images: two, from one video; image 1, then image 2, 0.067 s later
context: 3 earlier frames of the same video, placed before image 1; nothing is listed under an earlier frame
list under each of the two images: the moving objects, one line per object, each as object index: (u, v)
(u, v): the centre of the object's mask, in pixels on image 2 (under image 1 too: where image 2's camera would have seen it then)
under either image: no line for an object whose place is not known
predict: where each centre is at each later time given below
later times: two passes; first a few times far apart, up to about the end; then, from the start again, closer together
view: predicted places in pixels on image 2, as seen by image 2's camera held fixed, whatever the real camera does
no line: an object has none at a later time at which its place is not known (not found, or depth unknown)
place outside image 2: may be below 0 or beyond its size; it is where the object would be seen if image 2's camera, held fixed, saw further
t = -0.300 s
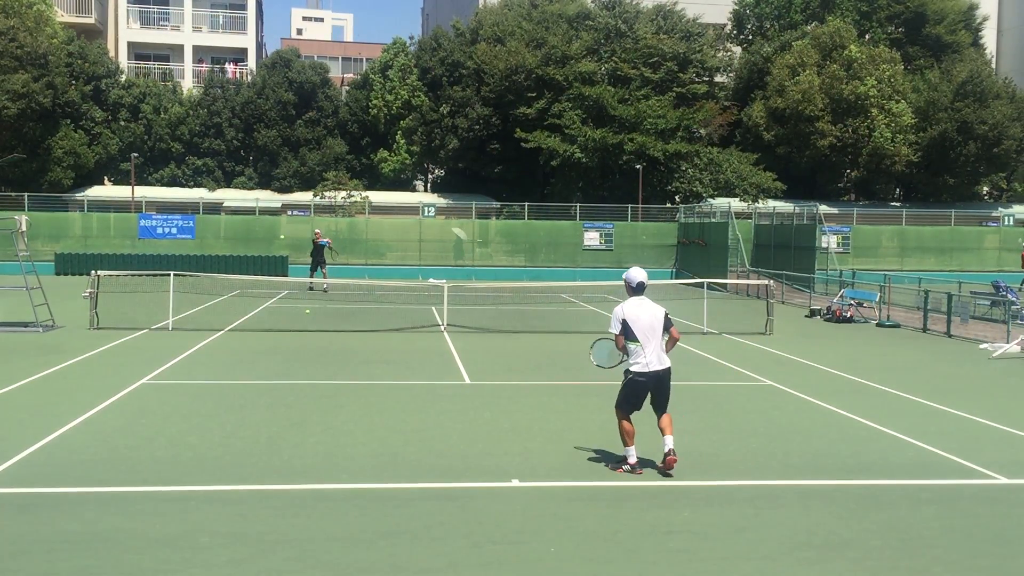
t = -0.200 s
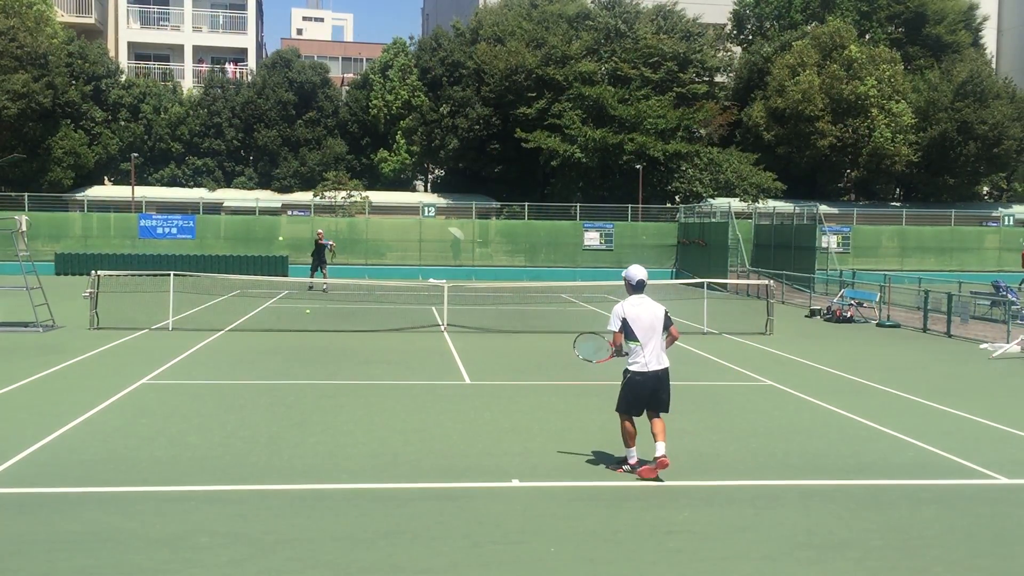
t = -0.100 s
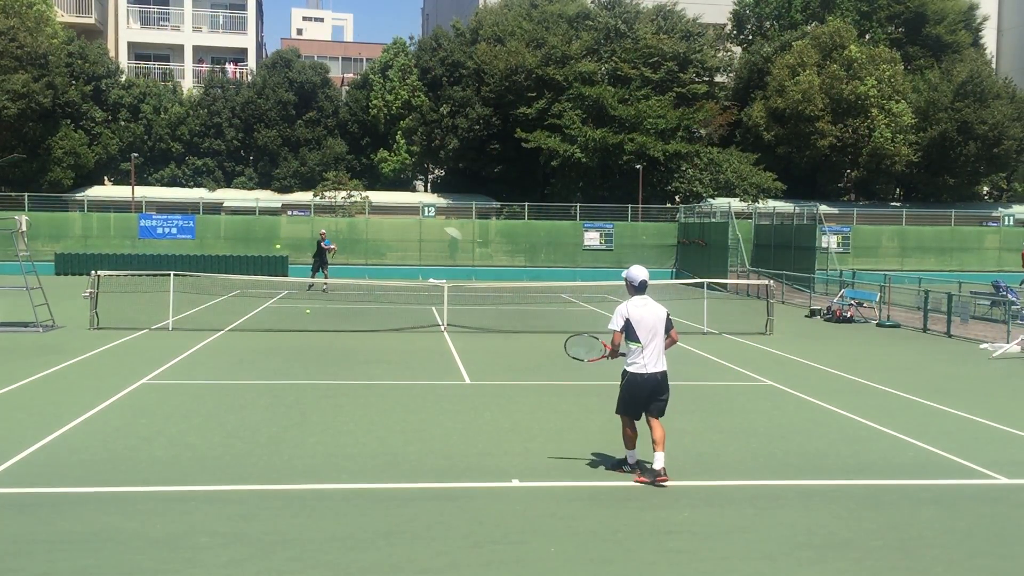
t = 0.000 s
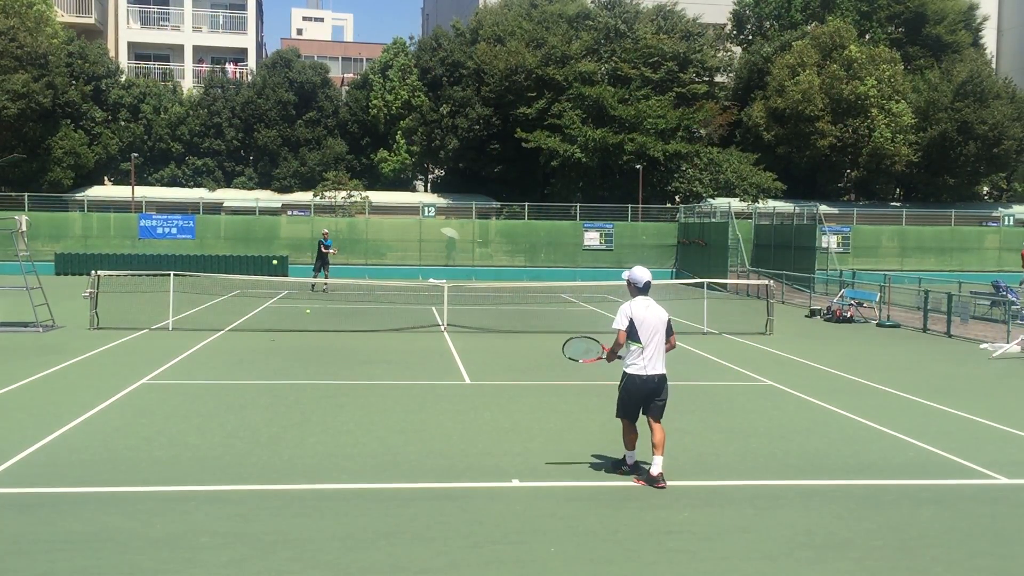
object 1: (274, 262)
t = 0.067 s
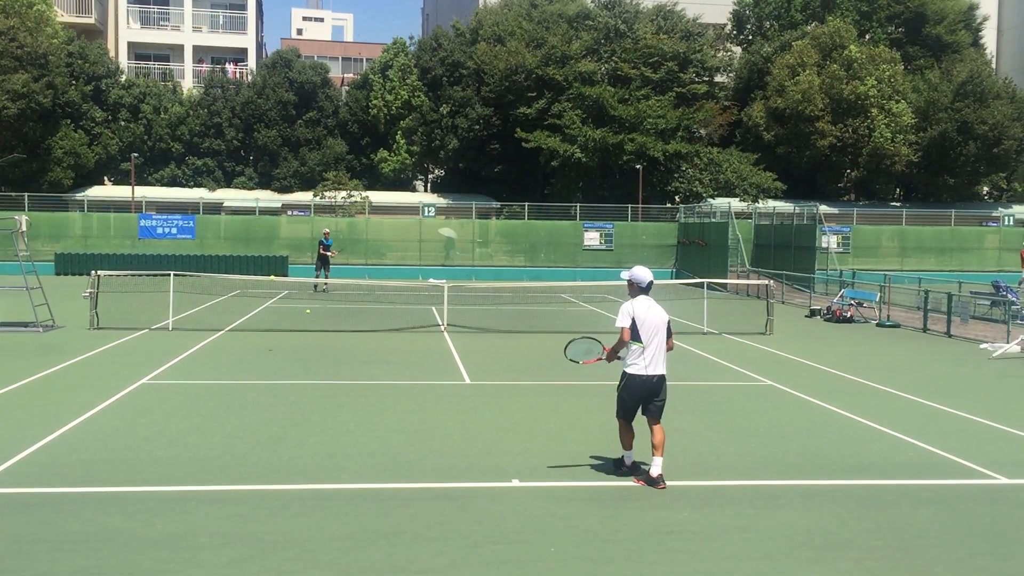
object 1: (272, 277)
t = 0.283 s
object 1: (260, 374)
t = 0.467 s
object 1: (258, 378)
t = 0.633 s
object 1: (258, 369)
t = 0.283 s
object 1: (260, 374)
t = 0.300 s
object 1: (259, 386)
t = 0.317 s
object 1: (258, 399)
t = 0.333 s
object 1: (258, 406)
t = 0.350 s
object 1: (258, 401)
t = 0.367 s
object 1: (258, 397)
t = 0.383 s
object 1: (257, 394)
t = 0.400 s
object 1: (258, 390)
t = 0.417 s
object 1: (258, 387)
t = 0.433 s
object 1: (257, 383)
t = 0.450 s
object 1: (258, 381)
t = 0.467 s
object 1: (258, 378)
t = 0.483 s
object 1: (258, 376)
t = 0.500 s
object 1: (258, 373)
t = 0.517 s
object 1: (258, 372)
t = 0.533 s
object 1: (258, 370)
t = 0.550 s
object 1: (258, 369)
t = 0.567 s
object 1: (258, 368)
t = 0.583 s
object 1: (258, 368)
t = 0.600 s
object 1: (258, 368)
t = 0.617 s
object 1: (257, 368)
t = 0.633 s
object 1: (258, 369)
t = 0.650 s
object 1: (257, 370)
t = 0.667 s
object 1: (257, 371)
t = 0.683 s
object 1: (257, 374)
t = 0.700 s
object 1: (257, 377)
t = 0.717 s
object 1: (257, 380)
